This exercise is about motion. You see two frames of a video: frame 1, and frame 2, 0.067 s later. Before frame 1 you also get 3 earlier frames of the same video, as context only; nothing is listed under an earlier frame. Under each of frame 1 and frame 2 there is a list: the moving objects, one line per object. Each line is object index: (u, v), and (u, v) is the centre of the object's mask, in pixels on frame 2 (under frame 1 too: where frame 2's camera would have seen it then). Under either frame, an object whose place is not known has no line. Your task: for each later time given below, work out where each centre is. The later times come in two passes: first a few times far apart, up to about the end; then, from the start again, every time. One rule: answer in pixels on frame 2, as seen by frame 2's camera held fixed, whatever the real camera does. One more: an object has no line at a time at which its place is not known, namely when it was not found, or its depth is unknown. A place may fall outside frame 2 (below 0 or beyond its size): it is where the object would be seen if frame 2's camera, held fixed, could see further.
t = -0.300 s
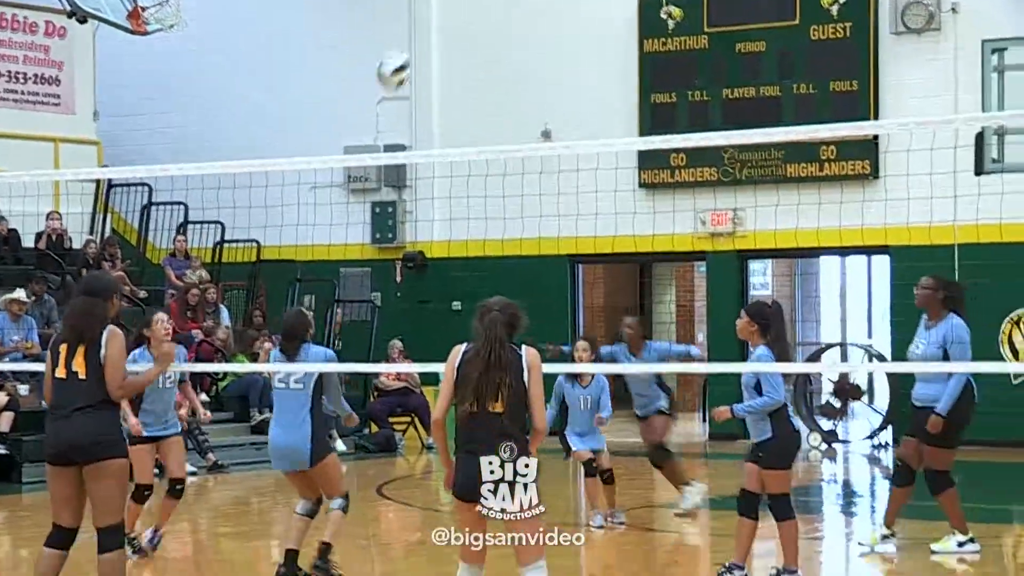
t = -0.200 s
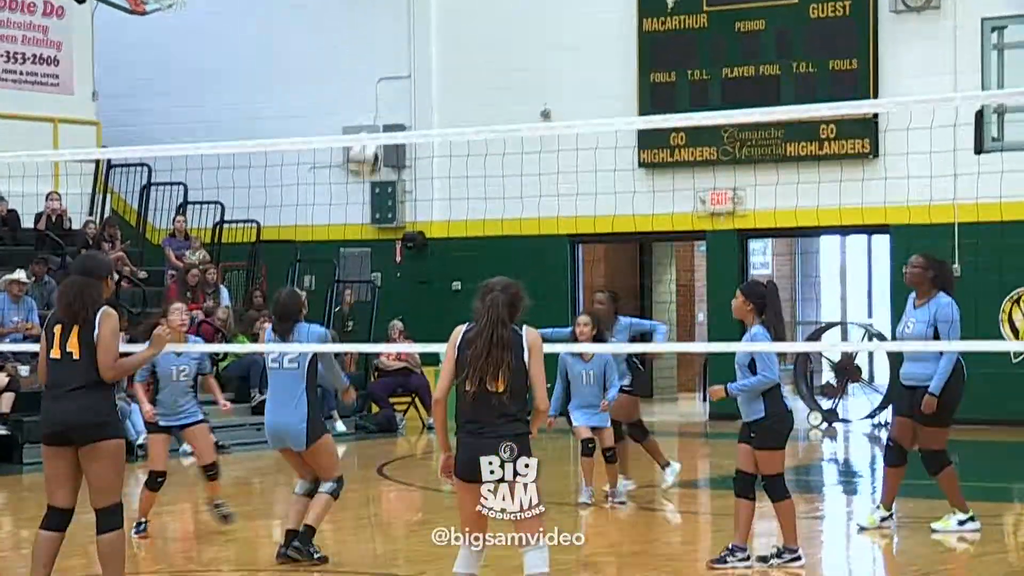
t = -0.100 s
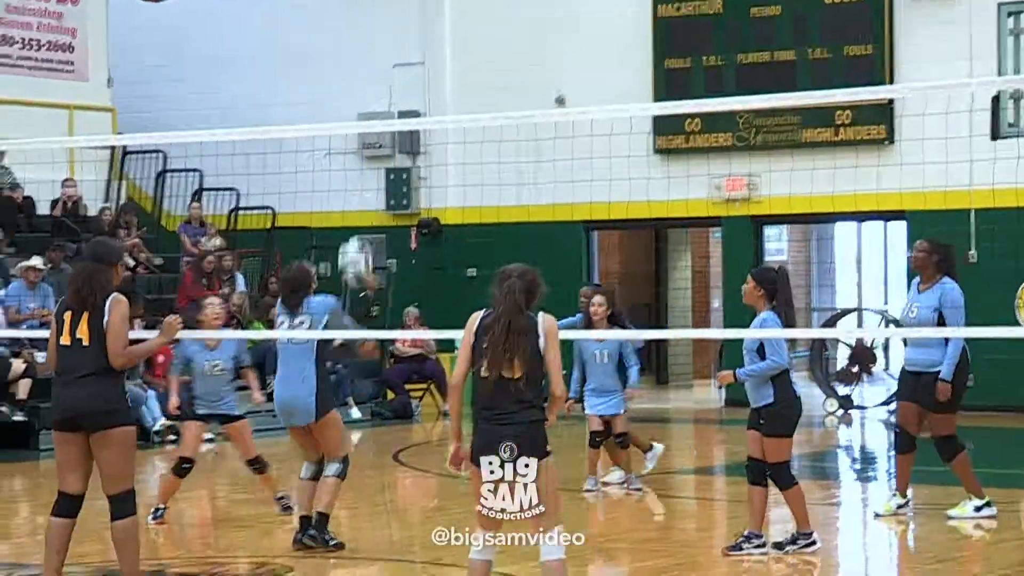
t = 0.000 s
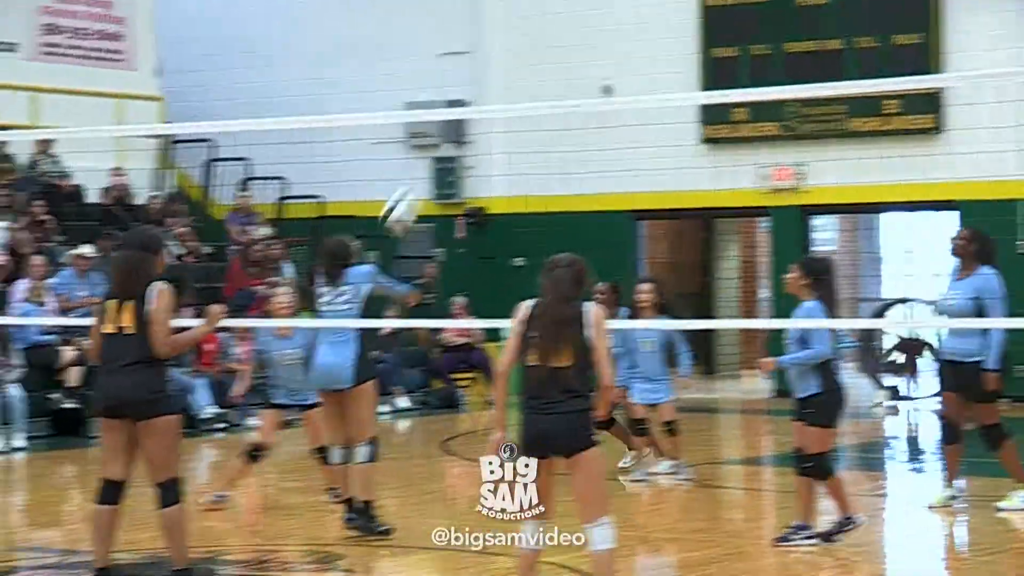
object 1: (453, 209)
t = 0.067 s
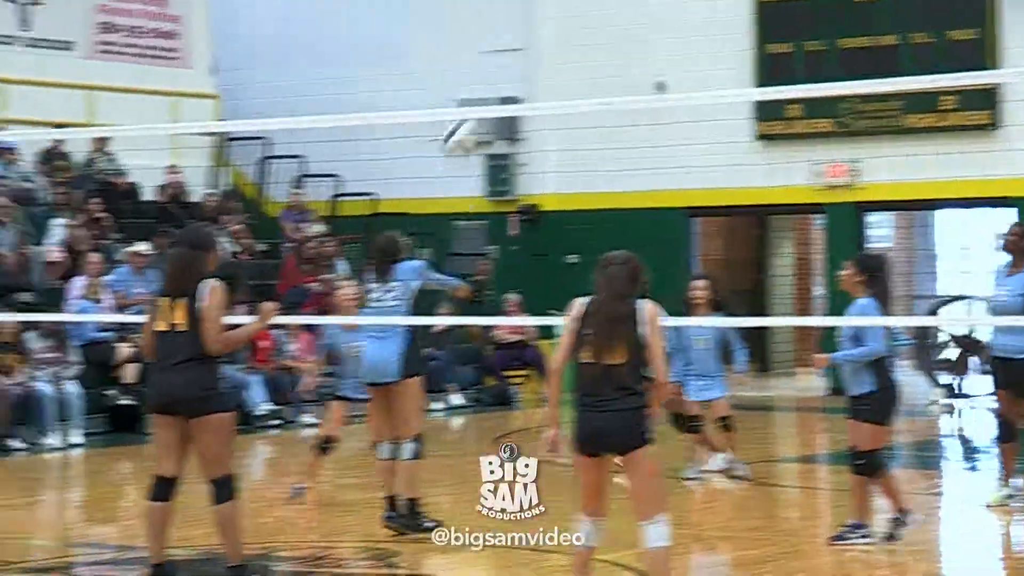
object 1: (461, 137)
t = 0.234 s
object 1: (476, -2)
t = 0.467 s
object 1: (506, -111)
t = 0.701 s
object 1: (531, -133)
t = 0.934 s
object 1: (555, -66)
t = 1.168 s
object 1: (578, 73)
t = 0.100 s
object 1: (466, 99)
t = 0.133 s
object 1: (468, 76)
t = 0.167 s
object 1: (470, 48)
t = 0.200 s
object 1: (472, 23)
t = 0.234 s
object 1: (476, -2)
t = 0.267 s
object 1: (479, -23)
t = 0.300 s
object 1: (483, -43)
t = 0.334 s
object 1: (488, -62)
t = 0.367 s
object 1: (493, -78)
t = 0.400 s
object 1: (498, -92)
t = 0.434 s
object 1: (501, -103)
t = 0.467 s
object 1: (506, -111)
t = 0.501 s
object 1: (510, -117)
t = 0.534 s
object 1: (513, -122)
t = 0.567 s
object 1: (516, -126)
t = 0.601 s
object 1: (519, -130)
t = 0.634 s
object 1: (523, -134)
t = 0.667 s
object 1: (528, -135)
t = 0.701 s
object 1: (531, -133)
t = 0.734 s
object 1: (535, -129)
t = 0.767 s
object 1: (538, -123)
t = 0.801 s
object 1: (541, -115)
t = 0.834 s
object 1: (544, -105)
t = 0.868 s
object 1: (548, -94)
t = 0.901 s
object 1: (551, -81)
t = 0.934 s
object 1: (555, -66)
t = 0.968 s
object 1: (559, -50)
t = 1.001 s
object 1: (562, -33)
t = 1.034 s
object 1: (565, -14)
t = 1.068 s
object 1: (568, 6)
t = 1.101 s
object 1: (571, 26)
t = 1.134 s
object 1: (574, 48)
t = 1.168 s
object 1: (578, 73)
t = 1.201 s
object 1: (581, 92)
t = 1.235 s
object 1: (584, 126)
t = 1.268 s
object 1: (588, 153)
